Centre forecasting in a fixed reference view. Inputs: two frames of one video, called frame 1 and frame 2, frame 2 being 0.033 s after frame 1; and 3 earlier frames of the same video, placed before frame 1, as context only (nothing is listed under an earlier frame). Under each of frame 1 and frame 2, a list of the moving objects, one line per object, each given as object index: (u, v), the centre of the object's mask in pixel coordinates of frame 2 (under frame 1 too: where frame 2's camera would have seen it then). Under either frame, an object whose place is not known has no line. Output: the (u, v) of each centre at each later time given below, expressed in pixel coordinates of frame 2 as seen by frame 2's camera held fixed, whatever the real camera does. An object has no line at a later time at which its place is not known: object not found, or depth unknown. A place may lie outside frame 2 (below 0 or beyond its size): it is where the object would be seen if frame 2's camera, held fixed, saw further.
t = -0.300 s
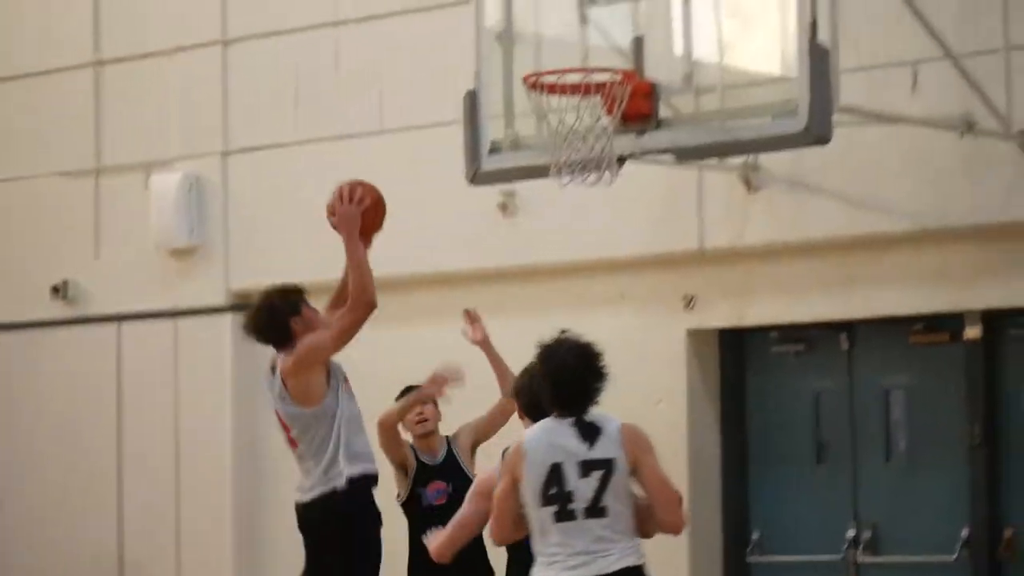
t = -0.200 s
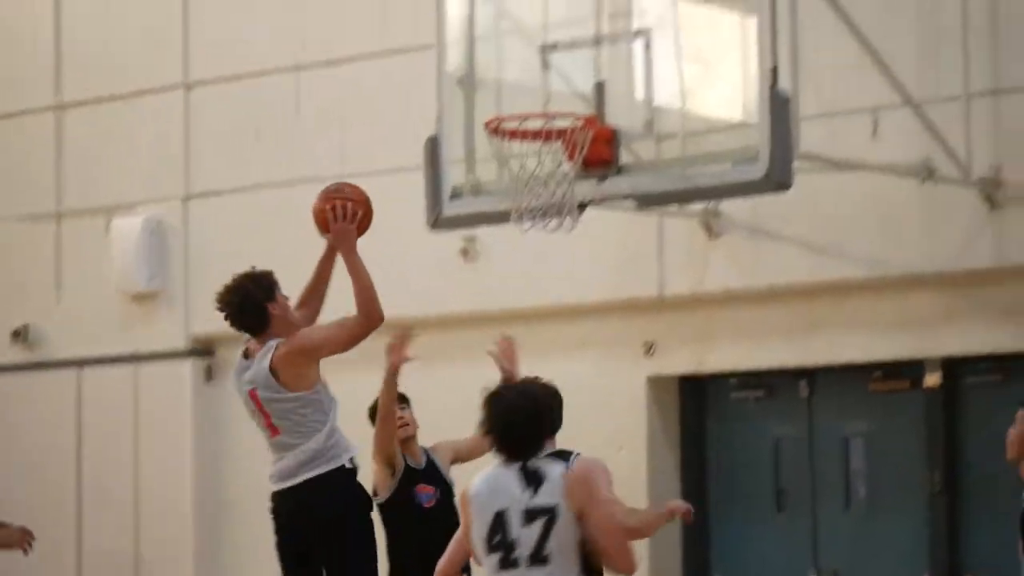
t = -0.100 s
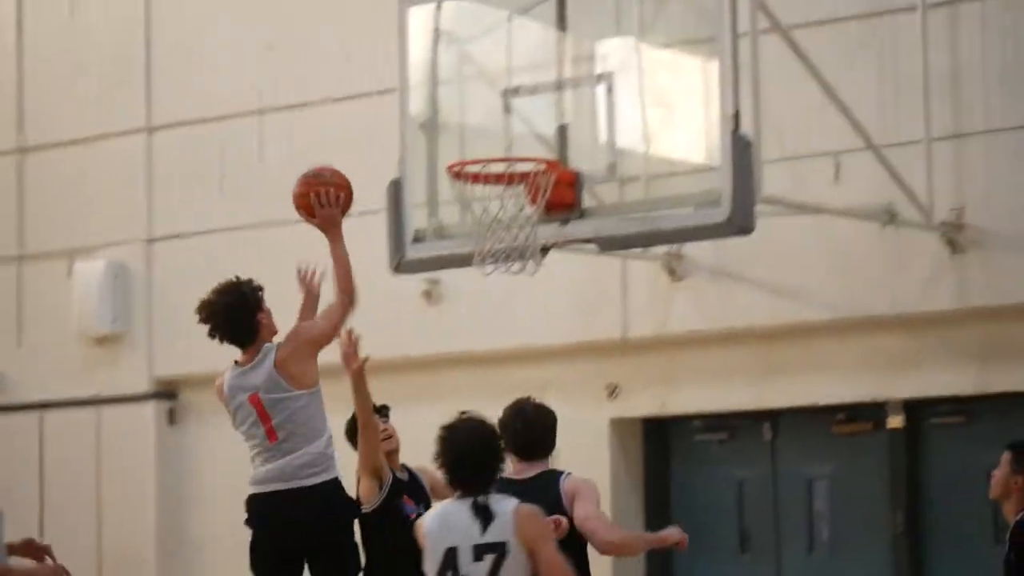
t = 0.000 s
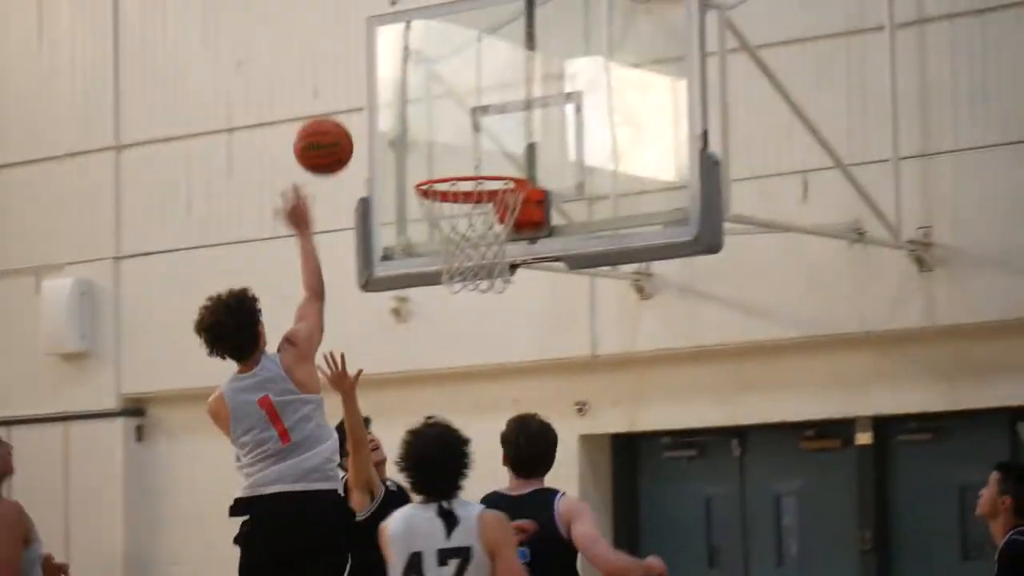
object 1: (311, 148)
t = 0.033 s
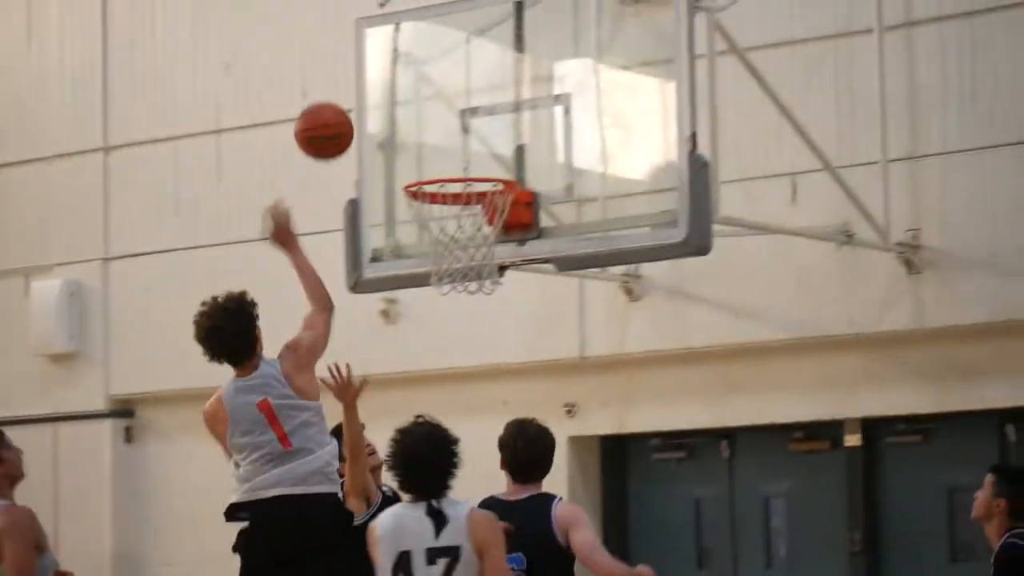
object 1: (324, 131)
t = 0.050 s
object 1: (331, 123)
